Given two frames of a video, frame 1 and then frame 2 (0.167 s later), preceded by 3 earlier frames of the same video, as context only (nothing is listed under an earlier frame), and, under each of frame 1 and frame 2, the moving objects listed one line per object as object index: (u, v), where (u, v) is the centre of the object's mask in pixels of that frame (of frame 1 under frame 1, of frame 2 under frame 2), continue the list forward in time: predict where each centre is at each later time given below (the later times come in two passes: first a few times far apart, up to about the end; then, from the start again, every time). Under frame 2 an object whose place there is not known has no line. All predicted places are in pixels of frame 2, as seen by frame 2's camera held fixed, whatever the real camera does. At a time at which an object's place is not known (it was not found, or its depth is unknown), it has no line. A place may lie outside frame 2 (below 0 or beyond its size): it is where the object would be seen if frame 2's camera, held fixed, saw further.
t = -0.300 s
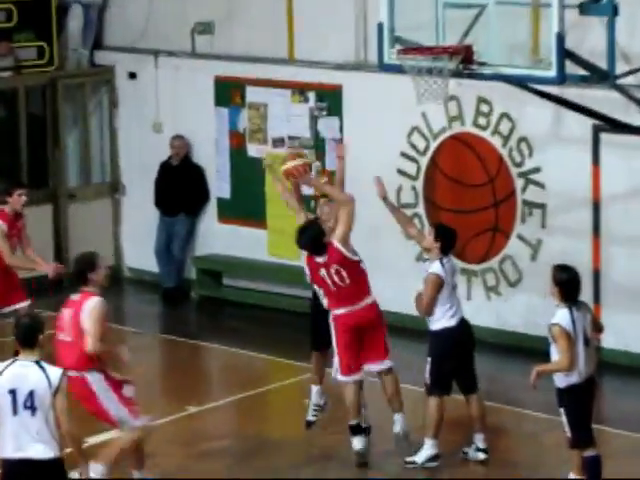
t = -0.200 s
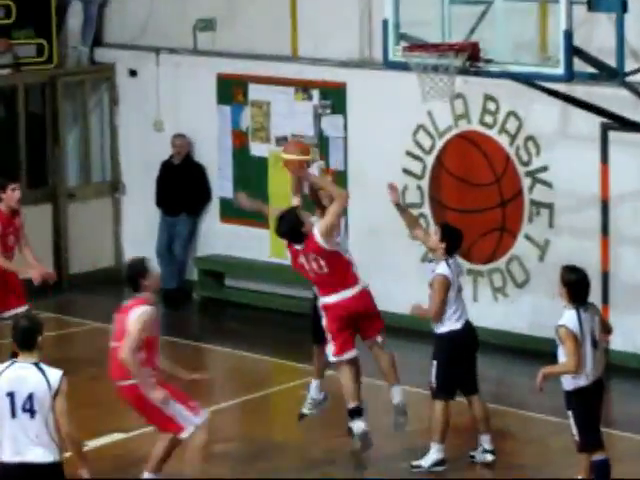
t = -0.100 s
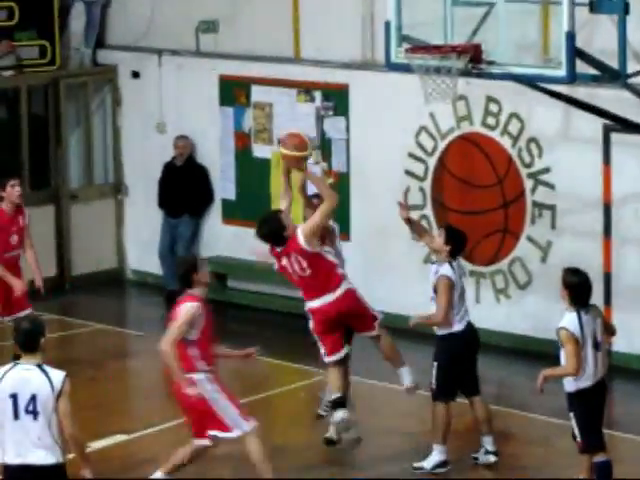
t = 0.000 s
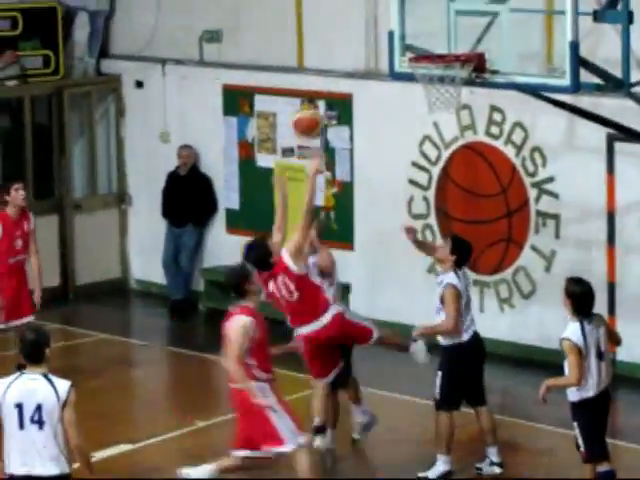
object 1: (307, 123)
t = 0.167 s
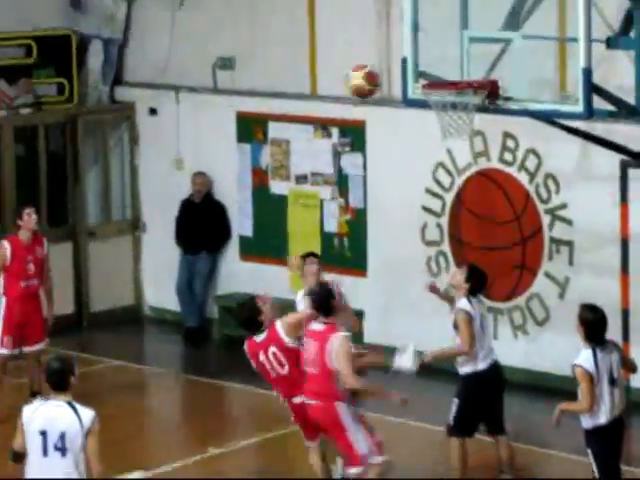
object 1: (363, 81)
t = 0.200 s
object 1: (371, 73)
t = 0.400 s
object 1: (420, 50)
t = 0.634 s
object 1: (468, 89)
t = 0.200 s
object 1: (371, 73)
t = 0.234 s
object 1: (378, 66)
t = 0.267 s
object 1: (386, 60)
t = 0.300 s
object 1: (392, 54)
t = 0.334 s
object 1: (401, 52)
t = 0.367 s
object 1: (412, 49)
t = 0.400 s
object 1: (420, 50)
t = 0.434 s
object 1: (428, 52)
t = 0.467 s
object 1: (436, 56)
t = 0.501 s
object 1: (444, 60)
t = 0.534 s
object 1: (453, 66)
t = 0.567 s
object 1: (461, 70)
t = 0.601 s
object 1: (467, 76)
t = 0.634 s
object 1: (468, 89)
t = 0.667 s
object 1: (455, 101)
